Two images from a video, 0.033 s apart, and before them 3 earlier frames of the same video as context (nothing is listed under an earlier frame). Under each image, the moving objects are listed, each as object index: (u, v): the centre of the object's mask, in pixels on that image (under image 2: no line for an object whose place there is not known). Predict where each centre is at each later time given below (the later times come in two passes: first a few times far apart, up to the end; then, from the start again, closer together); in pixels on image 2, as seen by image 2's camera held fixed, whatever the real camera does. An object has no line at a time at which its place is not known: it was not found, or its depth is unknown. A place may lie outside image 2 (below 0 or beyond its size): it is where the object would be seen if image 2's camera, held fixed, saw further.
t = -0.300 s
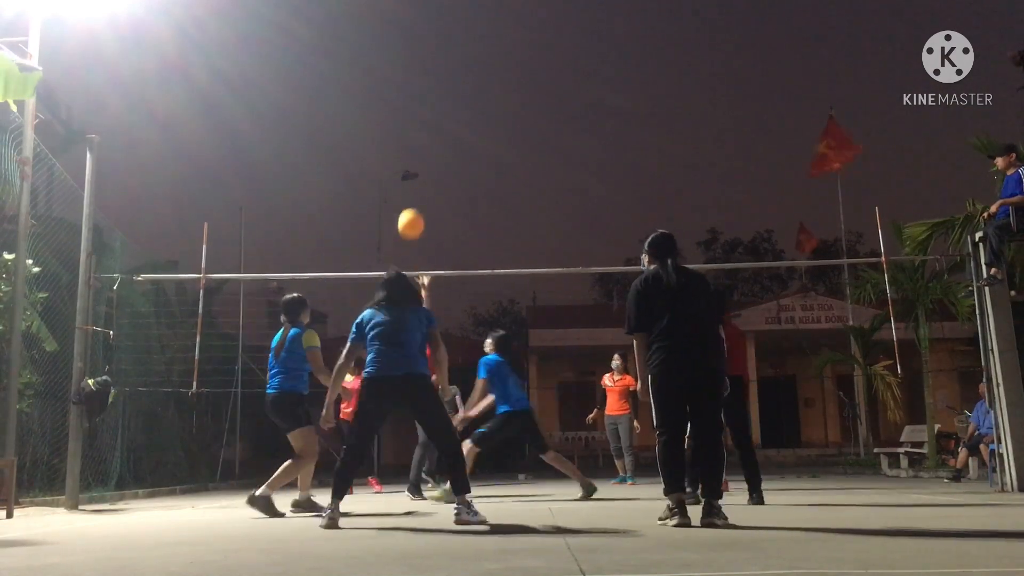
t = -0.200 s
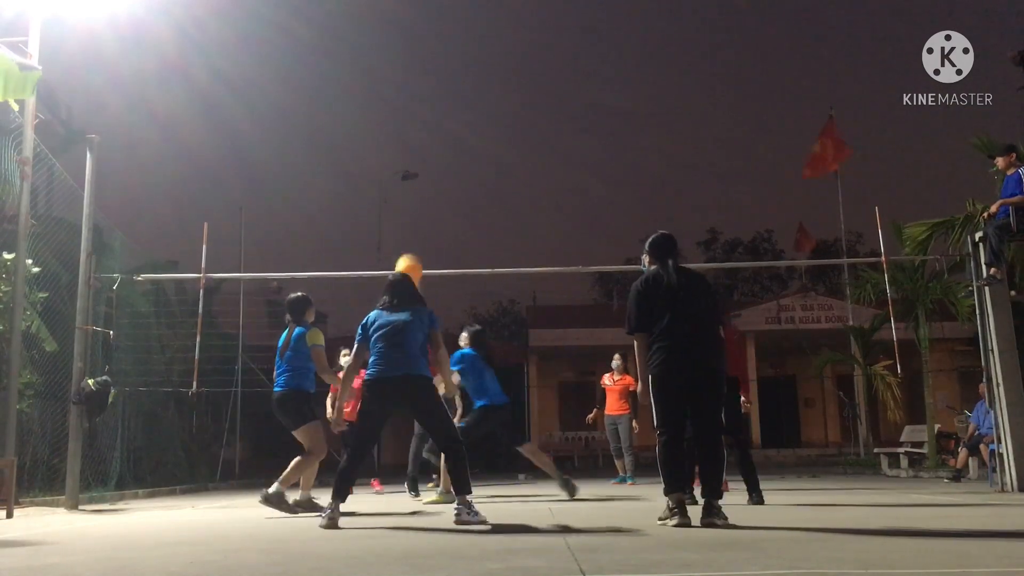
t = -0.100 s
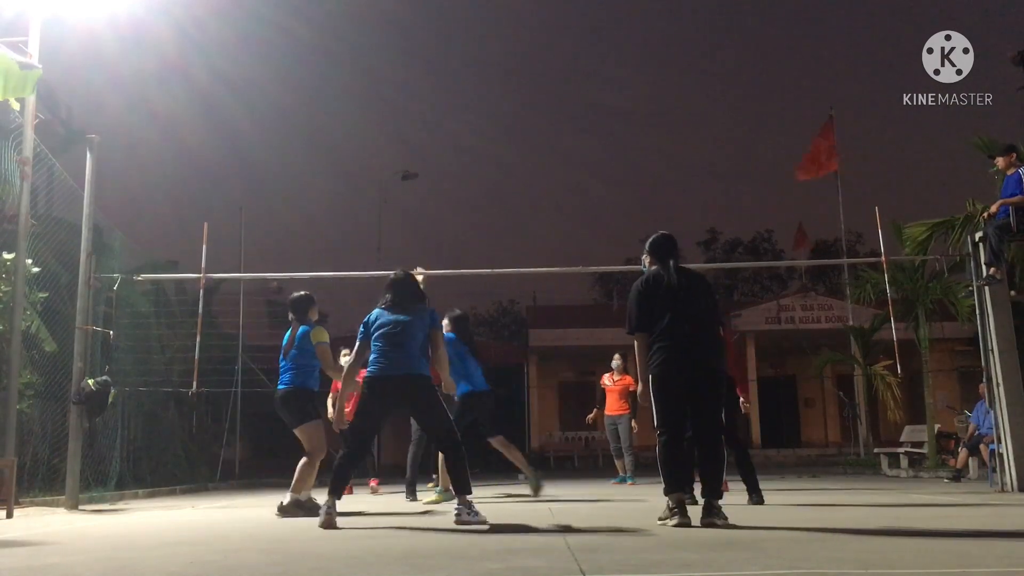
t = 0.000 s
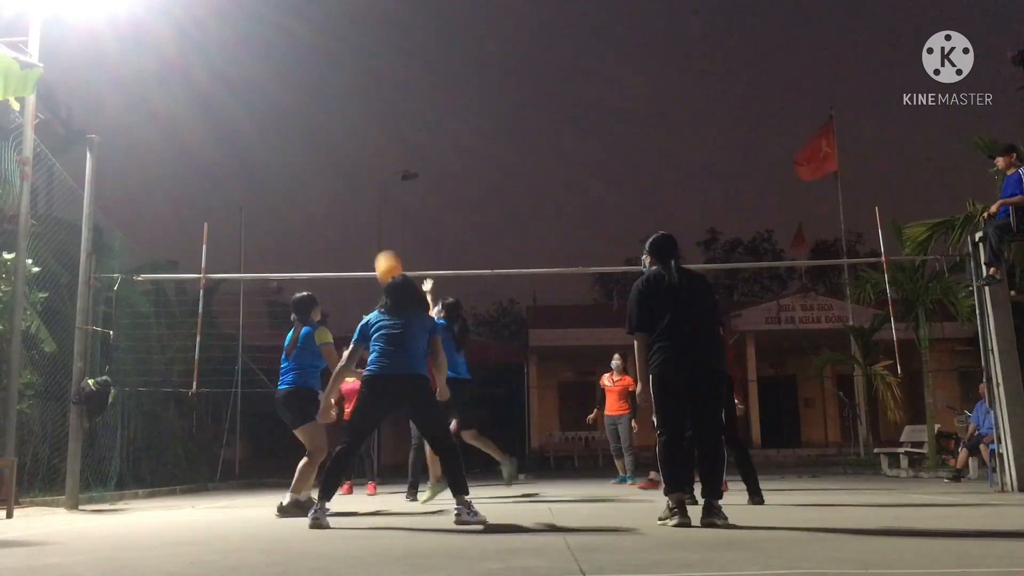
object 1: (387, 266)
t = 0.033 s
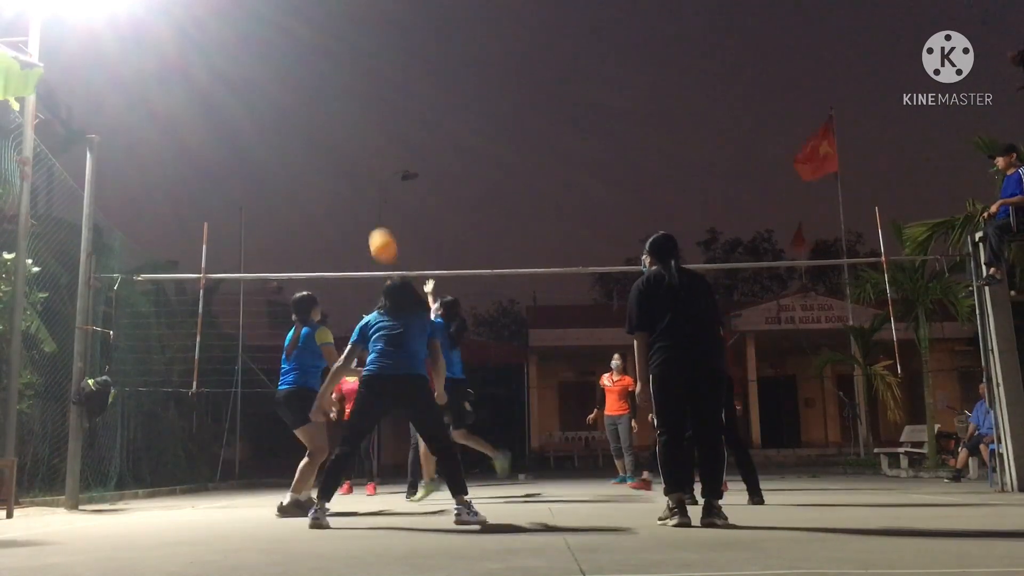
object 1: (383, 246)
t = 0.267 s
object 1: (348, 130)
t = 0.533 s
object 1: (316, 80)
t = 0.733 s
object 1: (291, 87)
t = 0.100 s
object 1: (372, 205)
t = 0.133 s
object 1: (367, 188)
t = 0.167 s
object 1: (362, 172)
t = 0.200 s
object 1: (357, 157)
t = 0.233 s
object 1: (352, 142)
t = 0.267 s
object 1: (348, 130)
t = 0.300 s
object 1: (344, 119)
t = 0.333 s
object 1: (341, 110)
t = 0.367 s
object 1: (337, 102)
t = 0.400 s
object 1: (333, 95)
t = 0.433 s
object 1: (329, 90)
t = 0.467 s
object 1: (325, 86)
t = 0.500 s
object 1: (320, 82)
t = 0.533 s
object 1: (316, 80)
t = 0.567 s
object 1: (312, 79)
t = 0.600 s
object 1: (308, 79)
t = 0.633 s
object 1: (303, 80)
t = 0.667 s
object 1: (299, 81)
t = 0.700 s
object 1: (295, 84)
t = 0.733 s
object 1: (291, 87)
